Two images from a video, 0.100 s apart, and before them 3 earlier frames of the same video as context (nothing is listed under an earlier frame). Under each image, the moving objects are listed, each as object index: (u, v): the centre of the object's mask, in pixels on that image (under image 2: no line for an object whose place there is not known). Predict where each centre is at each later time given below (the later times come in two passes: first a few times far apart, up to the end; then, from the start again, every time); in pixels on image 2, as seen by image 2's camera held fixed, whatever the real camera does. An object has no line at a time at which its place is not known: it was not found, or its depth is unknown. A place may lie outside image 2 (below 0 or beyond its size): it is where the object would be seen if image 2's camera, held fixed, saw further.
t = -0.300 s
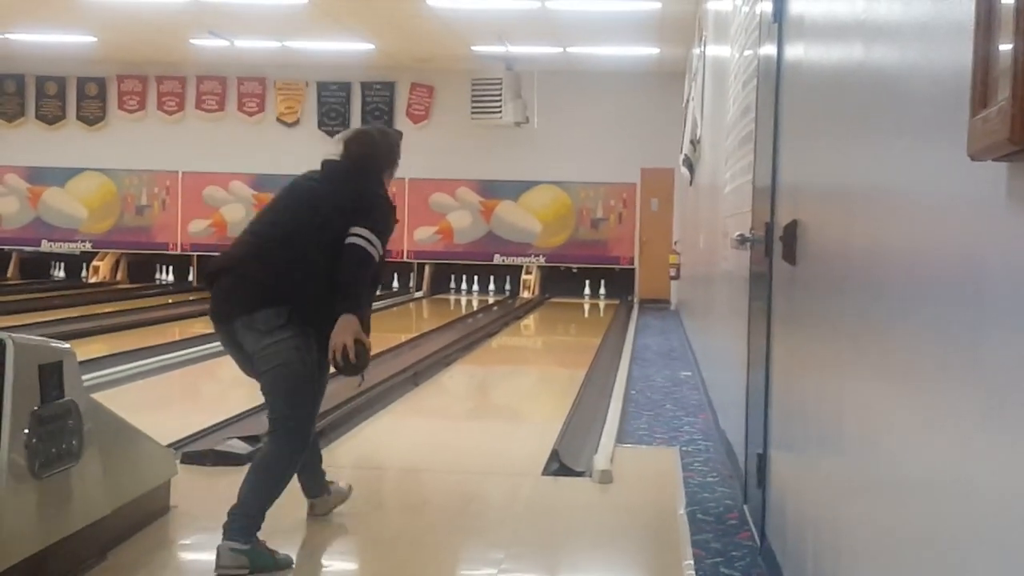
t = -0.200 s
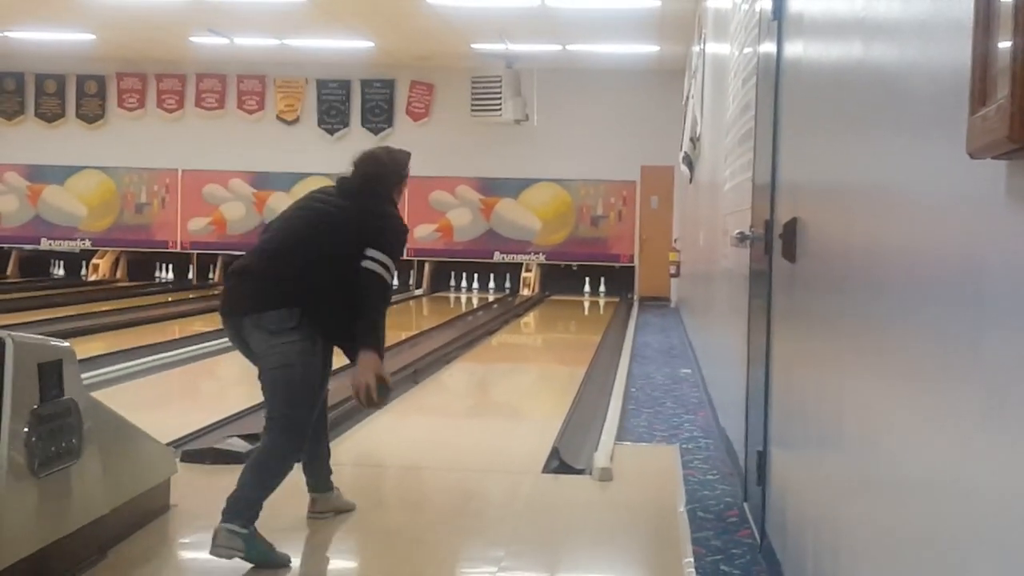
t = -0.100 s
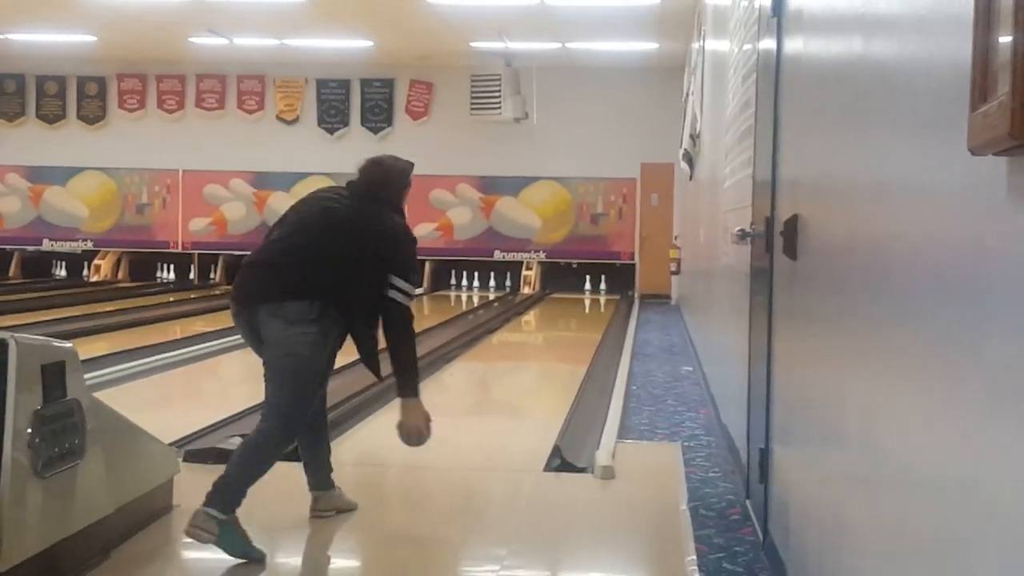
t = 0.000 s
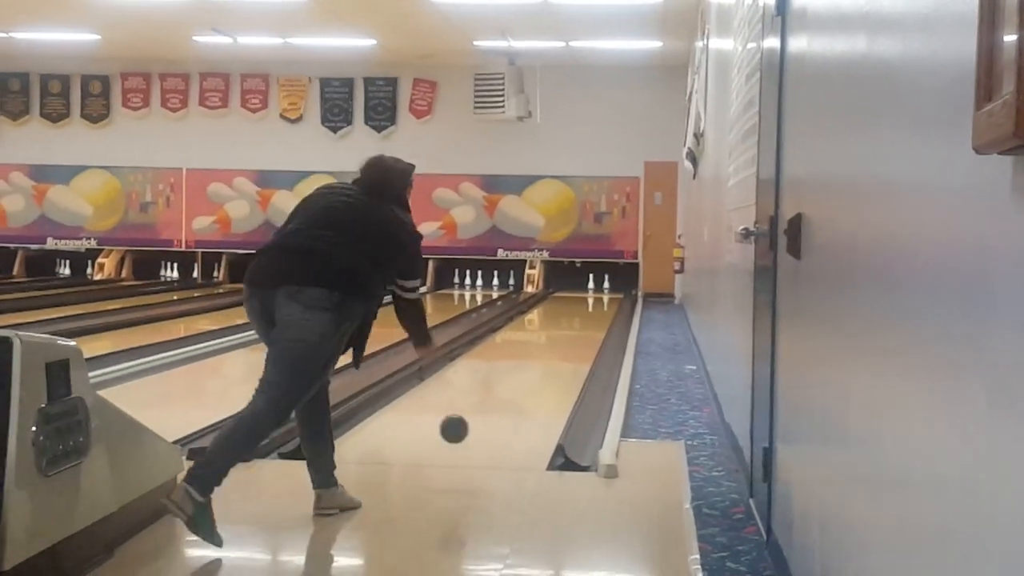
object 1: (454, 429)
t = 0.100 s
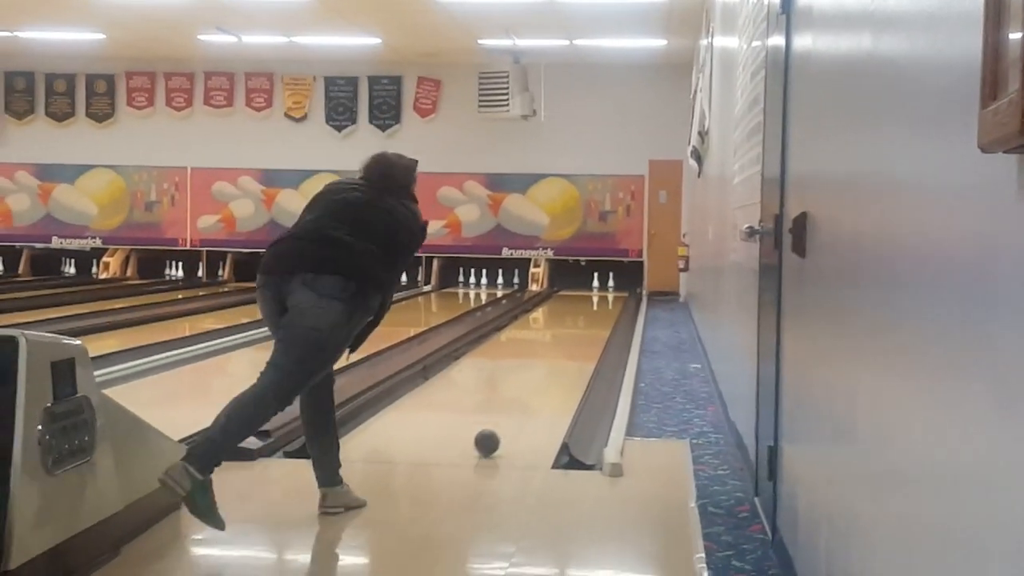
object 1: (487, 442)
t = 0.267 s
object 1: (522, 409)
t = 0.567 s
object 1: (564, 371)
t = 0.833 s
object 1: (587, 349)
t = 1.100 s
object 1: (604, 333)
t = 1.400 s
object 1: (609, 320)
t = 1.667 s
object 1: (611, 312)
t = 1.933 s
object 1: (612, 306)
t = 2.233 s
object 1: (614, 300)
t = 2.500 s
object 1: (616, 294)
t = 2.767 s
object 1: (616, 289)
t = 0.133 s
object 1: (495, 431)
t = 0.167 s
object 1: (502, 424)
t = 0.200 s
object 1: (509, 419)
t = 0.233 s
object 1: (516, 415)
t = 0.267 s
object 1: (522, 409)
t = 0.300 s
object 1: (528, 404)
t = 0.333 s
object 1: (533, 399)
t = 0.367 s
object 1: (538, 394)
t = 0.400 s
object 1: (543, 389)
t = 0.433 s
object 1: (548, 385)
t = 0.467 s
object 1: (552, 382)
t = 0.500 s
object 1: (556, 378)
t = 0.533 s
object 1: (560, 374)
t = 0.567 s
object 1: (564, 371)
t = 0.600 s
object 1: (567, 368)
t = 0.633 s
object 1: (570, 365)
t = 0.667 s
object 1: (574, 362)
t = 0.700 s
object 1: (577, 359)
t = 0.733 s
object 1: (580, 356)
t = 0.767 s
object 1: (582, 354)
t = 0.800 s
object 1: (585, 351)
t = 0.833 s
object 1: (587, 349)
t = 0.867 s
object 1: (590, 346)
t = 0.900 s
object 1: (592, 344)
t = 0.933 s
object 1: (595, 342)
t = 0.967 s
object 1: (597, 341)
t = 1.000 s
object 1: (599, 339)
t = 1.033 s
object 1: (601, 337)
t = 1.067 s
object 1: (603, 335)
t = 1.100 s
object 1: (604, 333)
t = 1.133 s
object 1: (606, 332)
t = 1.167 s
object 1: (607, 330)
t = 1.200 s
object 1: (608, 328)
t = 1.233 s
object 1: (608, 327)
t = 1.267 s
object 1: (608, 326)
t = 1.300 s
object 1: (608, 325)
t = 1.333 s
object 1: (609, 323)
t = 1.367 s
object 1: (609, 322)
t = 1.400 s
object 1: (609, 320)
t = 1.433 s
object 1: (609, 319)
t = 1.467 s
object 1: (609, 318)
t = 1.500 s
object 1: (609, 318)
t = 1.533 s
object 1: (610, 316)
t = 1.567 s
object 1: (610, 315)
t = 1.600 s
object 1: (610, 314)
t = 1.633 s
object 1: (610, 313)
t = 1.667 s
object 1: (611, 312)
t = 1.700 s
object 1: (611, 312)
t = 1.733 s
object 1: (611, 310)
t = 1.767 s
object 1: (612, 310)
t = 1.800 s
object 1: (612, 309)
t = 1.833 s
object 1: (612, 308)
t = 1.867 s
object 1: (612, 308)
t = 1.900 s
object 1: (612, 306)
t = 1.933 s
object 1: (612, 306)
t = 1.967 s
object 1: (612, 305)
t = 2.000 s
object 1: (613, 304)
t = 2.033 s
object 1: (613, 303)
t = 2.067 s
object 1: (613, 303)
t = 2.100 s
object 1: (613, 303)
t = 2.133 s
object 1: (613, 302)
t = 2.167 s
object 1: (614, 301)
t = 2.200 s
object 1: (614, 300)
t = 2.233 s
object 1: (614, 300)
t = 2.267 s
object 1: (615, 299)
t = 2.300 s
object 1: (614, 299)
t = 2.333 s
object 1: (615, 297)
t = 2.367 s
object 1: (615, 297)
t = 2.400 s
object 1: (615, 296)
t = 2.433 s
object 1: (615, 295)
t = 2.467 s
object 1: (615, 295)
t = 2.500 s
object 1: (616, 294)
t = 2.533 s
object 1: (615, 294)
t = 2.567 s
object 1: (616, 293)
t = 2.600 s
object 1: (615, 293)
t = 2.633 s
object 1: (616, 292)
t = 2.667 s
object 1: (616, 292)
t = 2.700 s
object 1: (616, 291)
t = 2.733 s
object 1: (616, 290)
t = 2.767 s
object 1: (616, 289)
